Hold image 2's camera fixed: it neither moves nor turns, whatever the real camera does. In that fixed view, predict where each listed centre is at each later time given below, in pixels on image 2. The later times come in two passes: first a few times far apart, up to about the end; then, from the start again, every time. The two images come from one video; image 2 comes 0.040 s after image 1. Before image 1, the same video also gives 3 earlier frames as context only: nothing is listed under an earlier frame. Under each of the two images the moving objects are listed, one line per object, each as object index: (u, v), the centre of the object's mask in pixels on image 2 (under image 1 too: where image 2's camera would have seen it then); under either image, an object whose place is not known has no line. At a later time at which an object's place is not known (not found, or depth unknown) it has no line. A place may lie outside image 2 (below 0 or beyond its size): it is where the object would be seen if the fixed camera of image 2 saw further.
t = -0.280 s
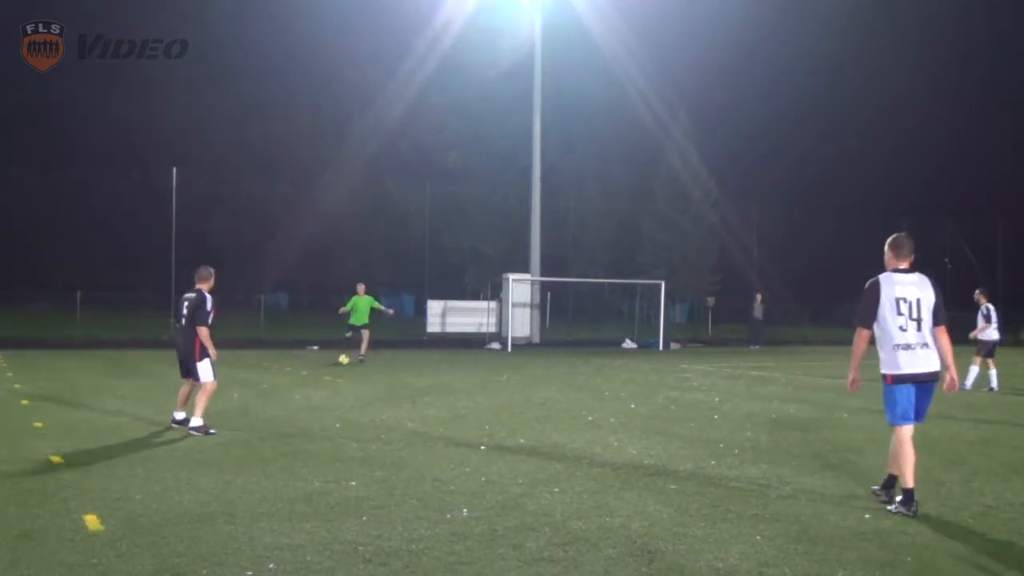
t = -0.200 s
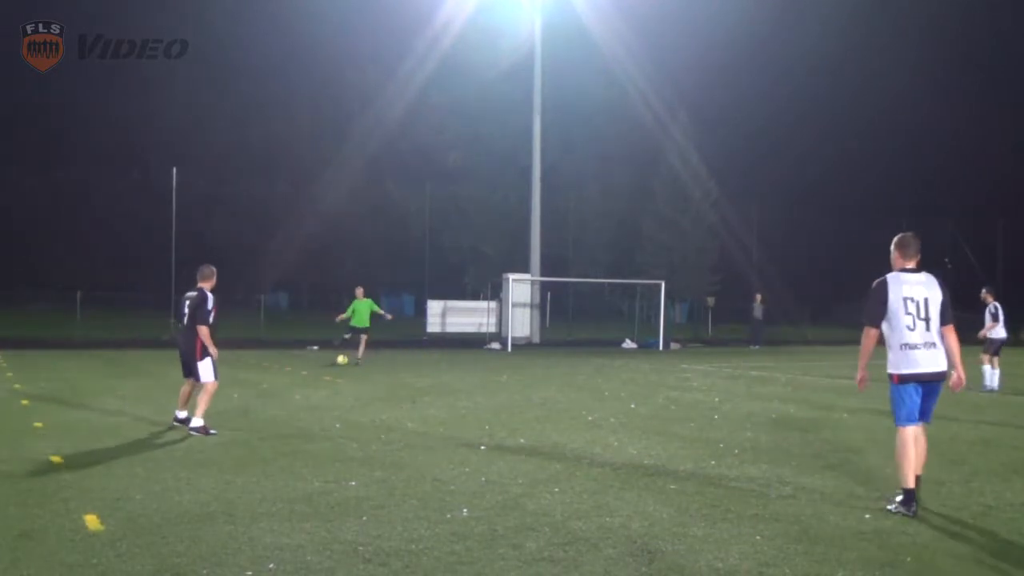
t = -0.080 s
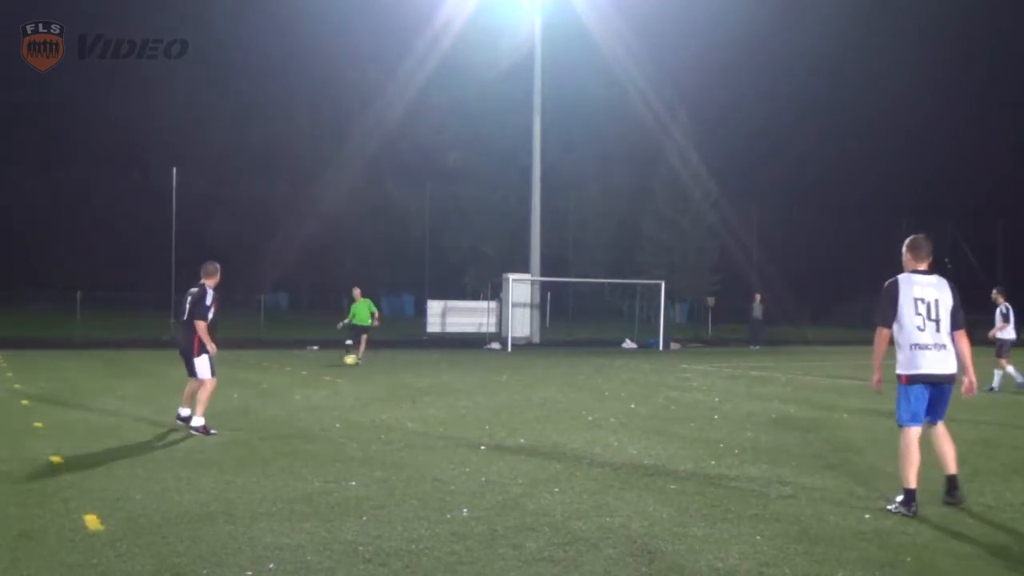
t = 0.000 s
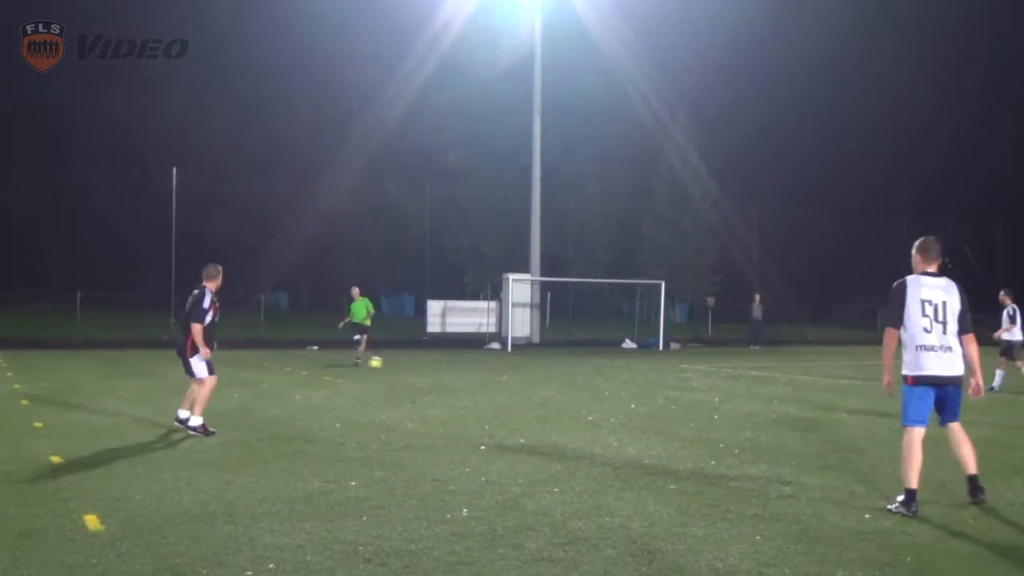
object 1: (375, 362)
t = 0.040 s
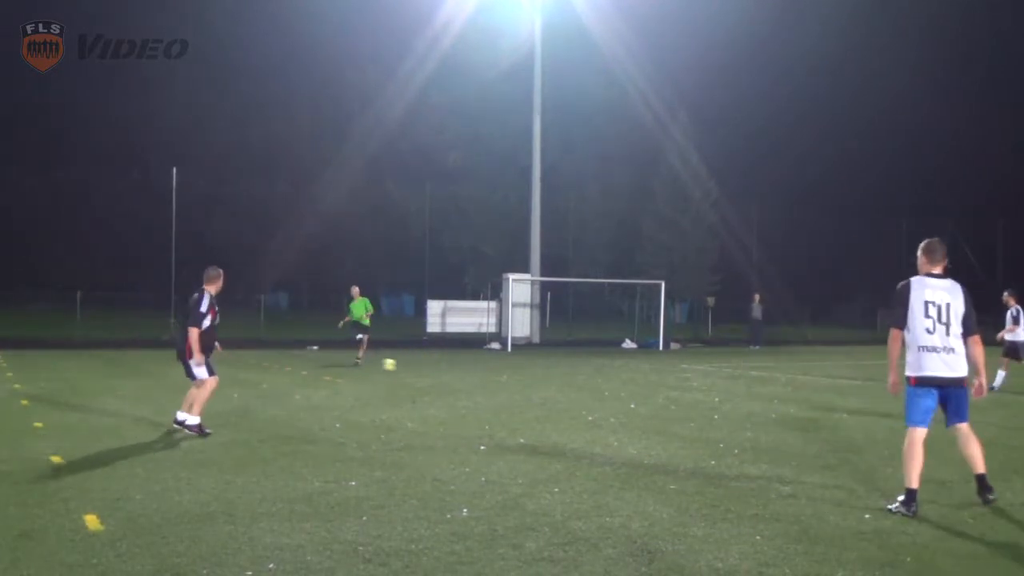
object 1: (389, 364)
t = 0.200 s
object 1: (449, 370)
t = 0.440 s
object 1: (570, 386)
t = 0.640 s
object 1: (704, 403)
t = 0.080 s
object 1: (403, 368)
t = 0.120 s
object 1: (419, 370)
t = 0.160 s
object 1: (434, 369)
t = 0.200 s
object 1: (449, 370)
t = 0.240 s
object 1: (467, 372)
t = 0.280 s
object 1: (486, 376)
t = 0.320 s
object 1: (506, 380)
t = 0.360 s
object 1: (527, 385)
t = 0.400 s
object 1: (549, 388)
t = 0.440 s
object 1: (570, 386)
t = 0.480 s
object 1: (595, 387)
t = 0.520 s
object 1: (619, 388)
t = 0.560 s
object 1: (646, 391)
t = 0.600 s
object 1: (675, 396)
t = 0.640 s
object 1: (704, 403)
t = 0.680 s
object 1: (736, 412)
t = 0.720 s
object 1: (768, 415)
